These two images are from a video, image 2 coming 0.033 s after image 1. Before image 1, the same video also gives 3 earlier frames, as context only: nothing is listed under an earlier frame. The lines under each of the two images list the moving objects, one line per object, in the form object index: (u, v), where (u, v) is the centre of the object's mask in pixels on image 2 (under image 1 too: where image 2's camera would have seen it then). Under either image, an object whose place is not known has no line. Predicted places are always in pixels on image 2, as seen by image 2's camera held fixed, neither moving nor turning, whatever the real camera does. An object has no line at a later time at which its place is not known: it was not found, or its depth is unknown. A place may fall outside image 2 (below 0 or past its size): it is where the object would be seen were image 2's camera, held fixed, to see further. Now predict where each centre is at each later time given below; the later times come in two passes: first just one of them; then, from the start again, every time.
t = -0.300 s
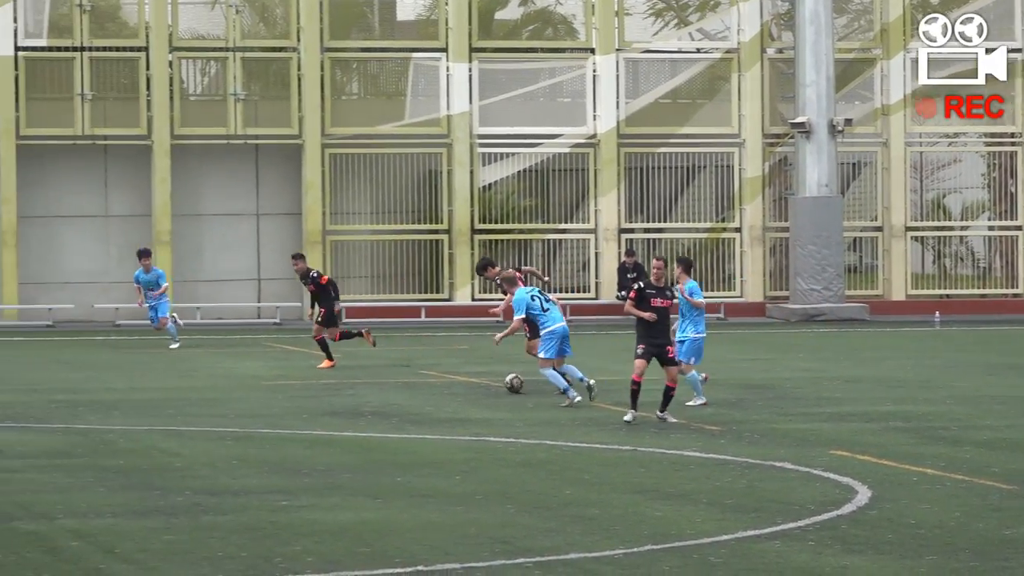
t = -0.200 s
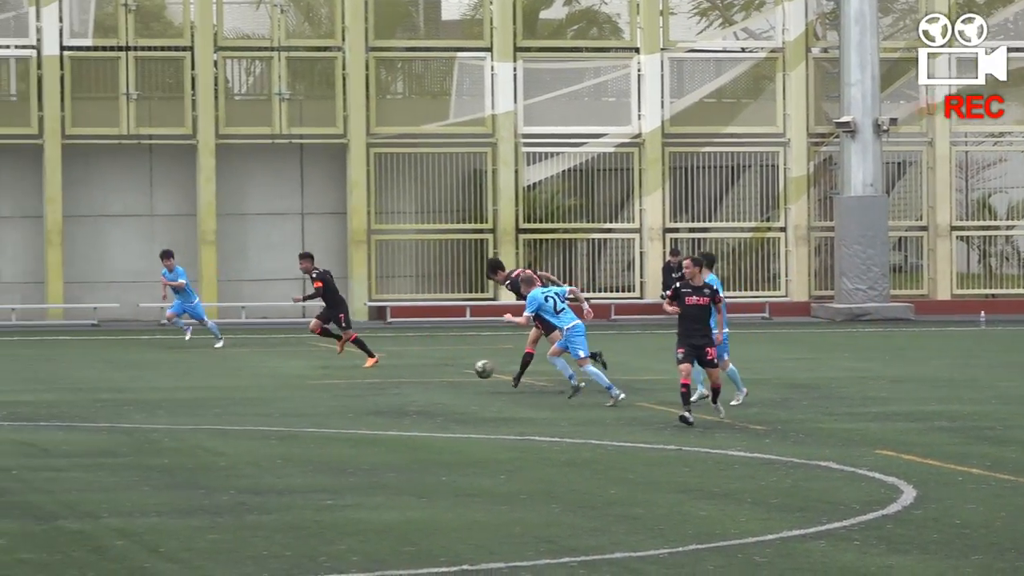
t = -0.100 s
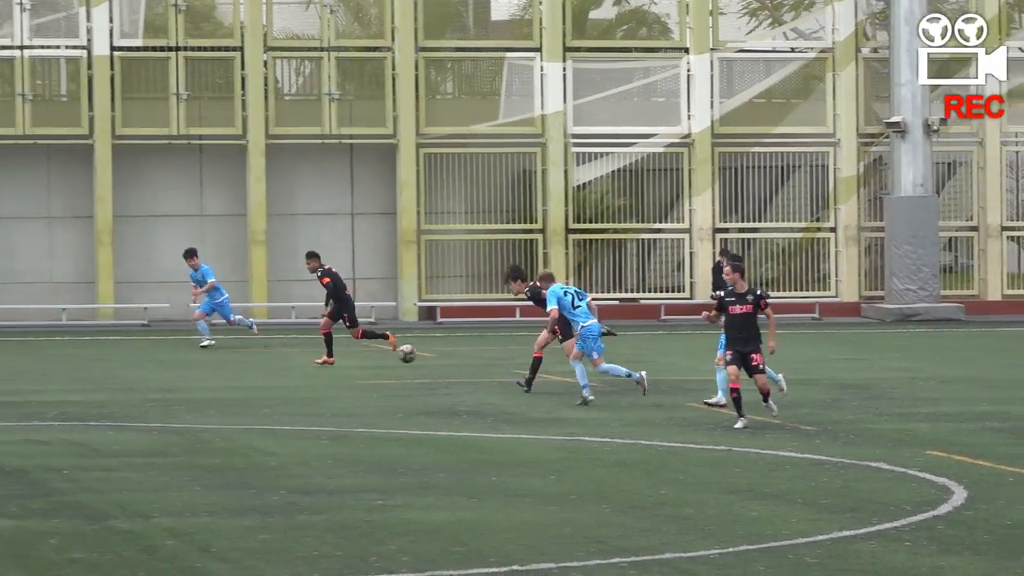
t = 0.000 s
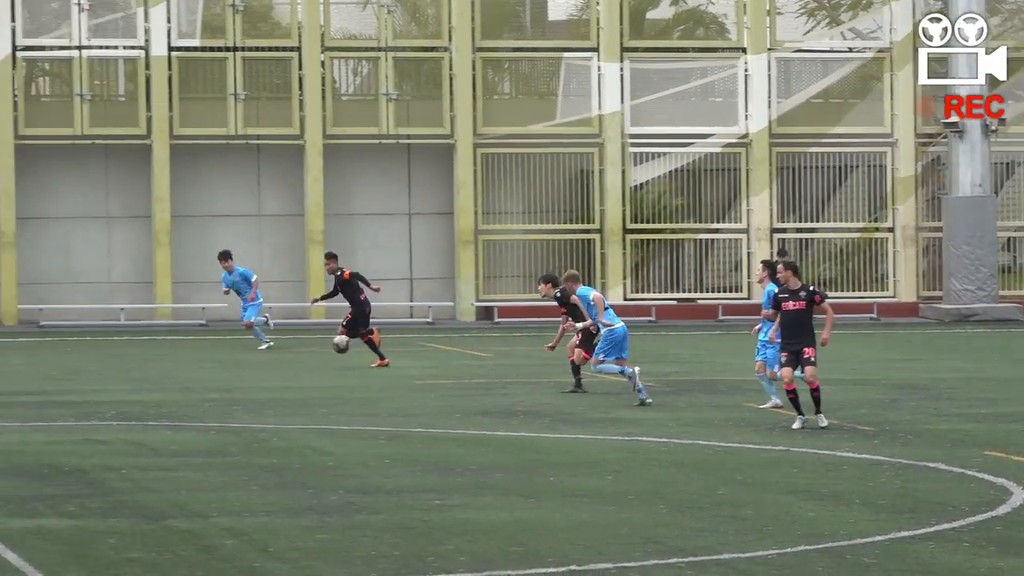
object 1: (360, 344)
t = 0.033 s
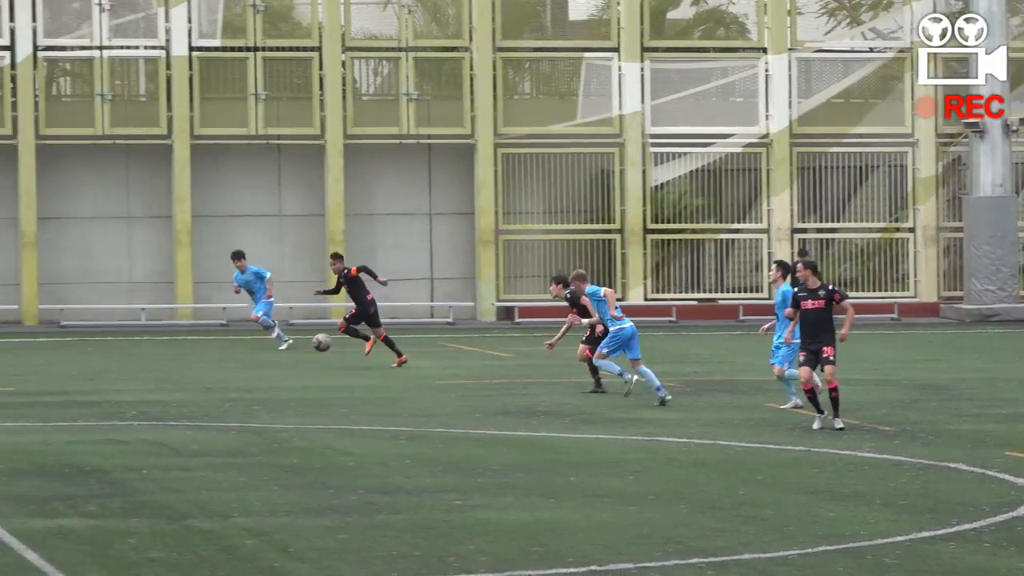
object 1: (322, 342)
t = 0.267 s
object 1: (51, 350)
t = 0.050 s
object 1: (301, 341)
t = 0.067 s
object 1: (282, 341)
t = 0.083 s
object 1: (263, 341)
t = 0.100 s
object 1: (243, 341)
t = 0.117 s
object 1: (224, 341)
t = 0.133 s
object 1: (204, 341)
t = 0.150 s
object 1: (185, 342)
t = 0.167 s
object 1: (165, 343)
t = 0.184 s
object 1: (146, 344)
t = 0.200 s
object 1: (127, 345)
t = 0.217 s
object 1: (107, 346)
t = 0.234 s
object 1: (89, 347)
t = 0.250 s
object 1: (70, 349)
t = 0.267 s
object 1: (51, 350)
